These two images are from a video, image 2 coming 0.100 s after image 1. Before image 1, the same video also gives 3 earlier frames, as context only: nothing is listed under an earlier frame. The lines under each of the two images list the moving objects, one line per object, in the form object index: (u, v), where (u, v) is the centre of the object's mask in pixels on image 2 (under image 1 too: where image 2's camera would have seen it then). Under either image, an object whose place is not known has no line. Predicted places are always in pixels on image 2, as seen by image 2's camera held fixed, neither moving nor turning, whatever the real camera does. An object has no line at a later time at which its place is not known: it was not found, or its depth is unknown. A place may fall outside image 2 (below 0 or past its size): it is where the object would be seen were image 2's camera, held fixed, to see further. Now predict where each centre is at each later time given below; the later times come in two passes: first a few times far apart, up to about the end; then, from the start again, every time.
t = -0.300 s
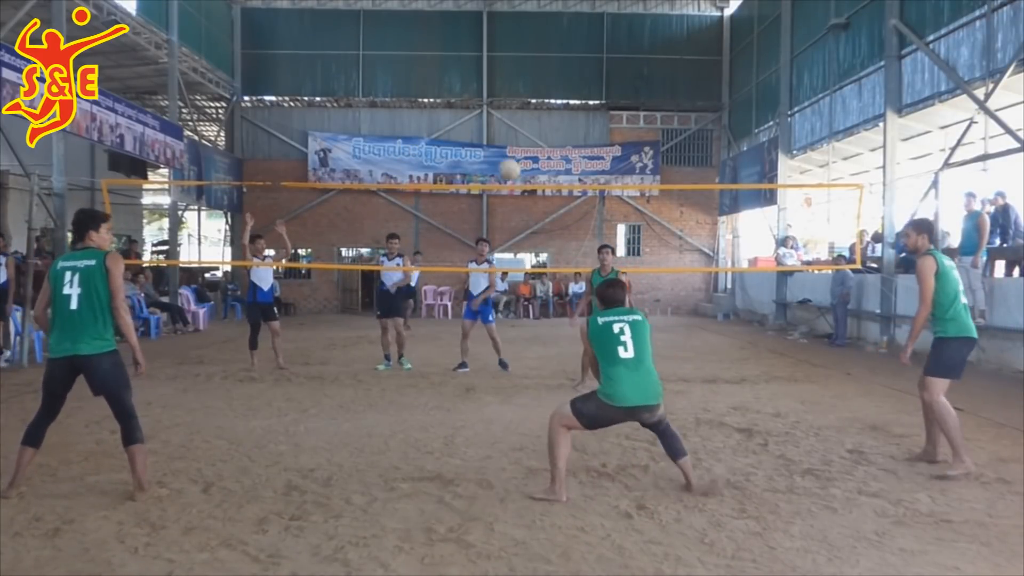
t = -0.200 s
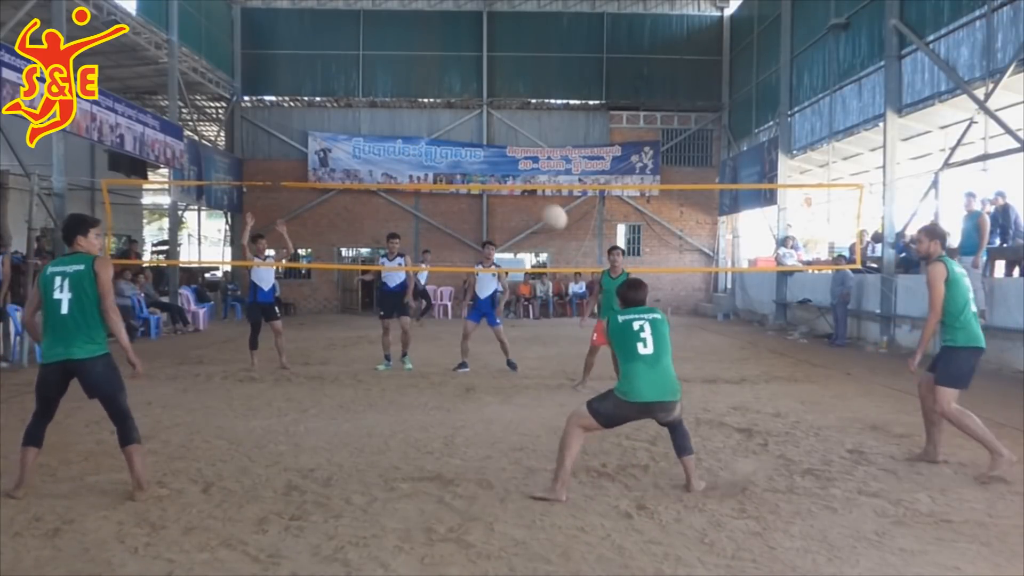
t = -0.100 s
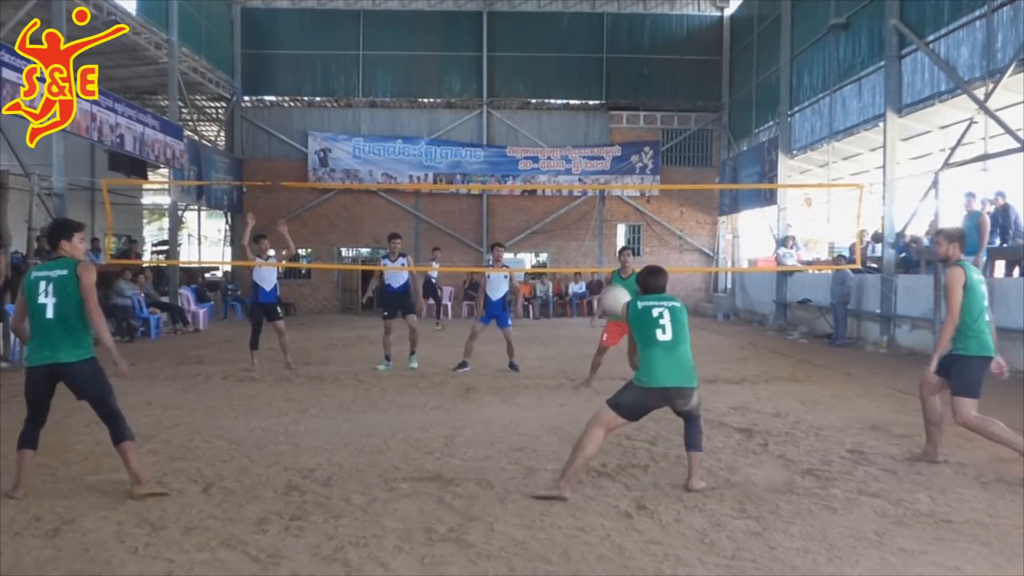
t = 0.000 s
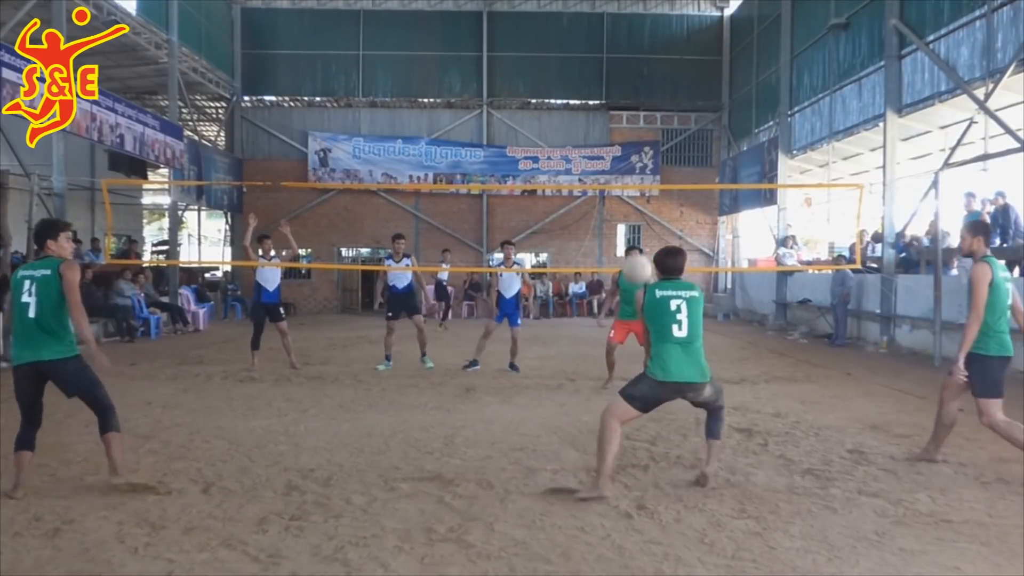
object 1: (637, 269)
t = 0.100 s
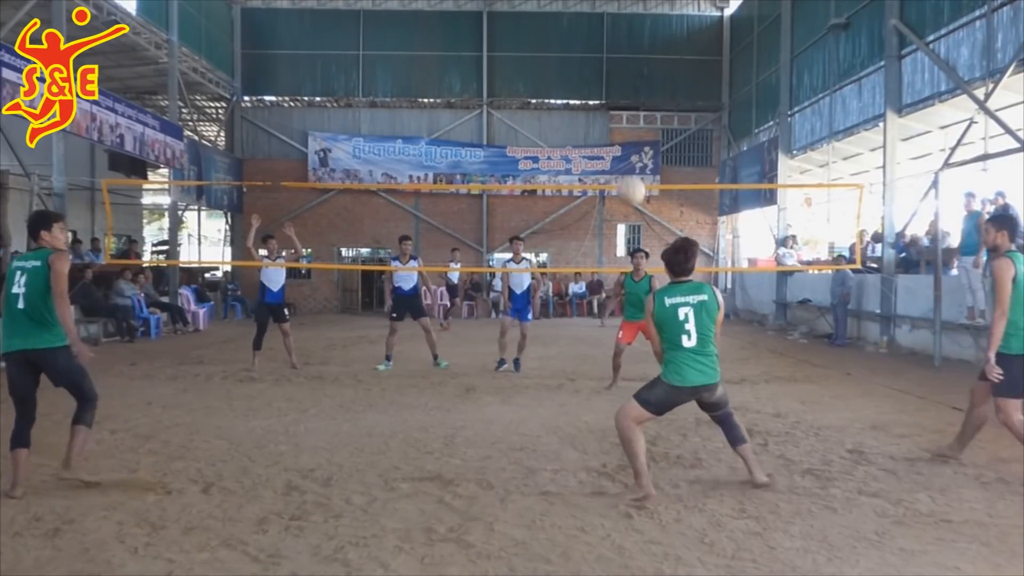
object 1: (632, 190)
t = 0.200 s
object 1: (625, 132)
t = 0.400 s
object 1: (615, 59)
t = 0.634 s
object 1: (605, 39)
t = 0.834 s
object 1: (597, 67)
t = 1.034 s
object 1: (590, 128)
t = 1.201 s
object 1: (584, 200)
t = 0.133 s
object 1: (629, 169)
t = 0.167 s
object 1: (628, 149)
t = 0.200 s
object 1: (625, 132)
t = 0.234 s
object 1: (624, 115)
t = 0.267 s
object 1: (622, 100)
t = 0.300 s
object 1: (620, 88)
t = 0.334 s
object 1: (619, 77)
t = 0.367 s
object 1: (617, 67)
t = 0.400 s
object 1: (615, 59)
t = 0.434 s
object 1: (614, 52)
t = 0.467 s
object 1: (612, 47)
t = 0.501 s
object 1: (611, 43)
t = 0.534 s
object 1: (609, 40)
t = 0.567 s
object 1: (608, 39)
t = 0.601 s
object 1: (606, 38)
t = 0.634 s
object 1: (605, 39)
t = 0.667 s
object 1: (603, 41)
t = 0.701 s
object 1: (602, 44)
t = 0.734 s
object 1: (601, 48)
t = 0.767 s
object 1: (599, 53)
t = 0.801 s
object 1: (598, 60)
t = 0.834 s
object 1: (597, 67)
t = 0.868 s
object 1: (596, 75)
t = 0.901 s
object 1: (594, 84)
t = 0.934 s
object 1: (593, 94)
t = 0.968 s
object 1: (592, 104)
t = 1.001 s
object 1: (591, 116)
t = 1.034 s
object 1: (590, 128)
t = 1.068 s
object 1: (589, 142)
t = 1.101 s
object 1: (587, 155)
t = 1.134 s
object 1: (587, 170)
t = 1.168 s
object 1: (585, 185)
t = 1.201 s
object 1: (584, 200)
